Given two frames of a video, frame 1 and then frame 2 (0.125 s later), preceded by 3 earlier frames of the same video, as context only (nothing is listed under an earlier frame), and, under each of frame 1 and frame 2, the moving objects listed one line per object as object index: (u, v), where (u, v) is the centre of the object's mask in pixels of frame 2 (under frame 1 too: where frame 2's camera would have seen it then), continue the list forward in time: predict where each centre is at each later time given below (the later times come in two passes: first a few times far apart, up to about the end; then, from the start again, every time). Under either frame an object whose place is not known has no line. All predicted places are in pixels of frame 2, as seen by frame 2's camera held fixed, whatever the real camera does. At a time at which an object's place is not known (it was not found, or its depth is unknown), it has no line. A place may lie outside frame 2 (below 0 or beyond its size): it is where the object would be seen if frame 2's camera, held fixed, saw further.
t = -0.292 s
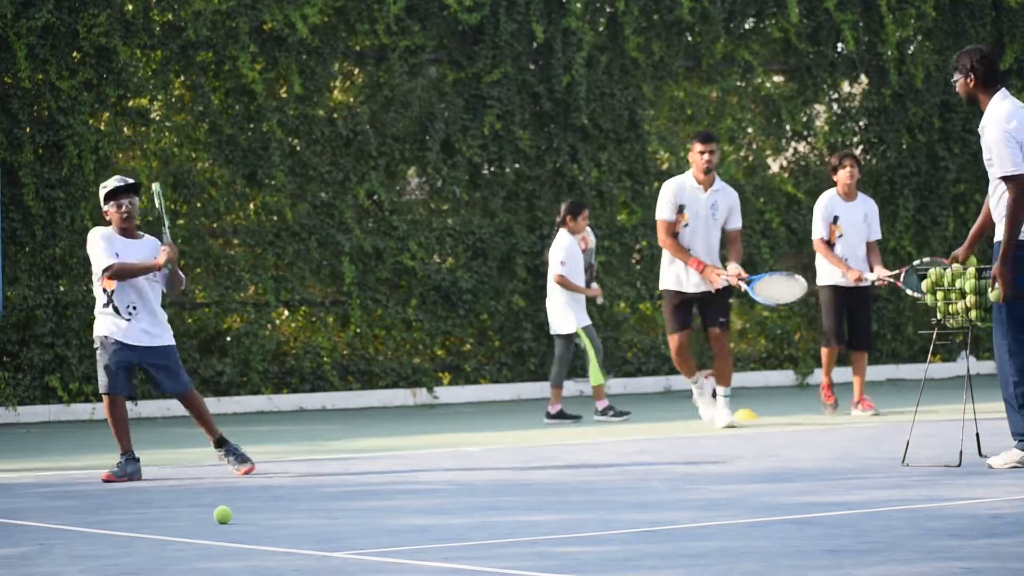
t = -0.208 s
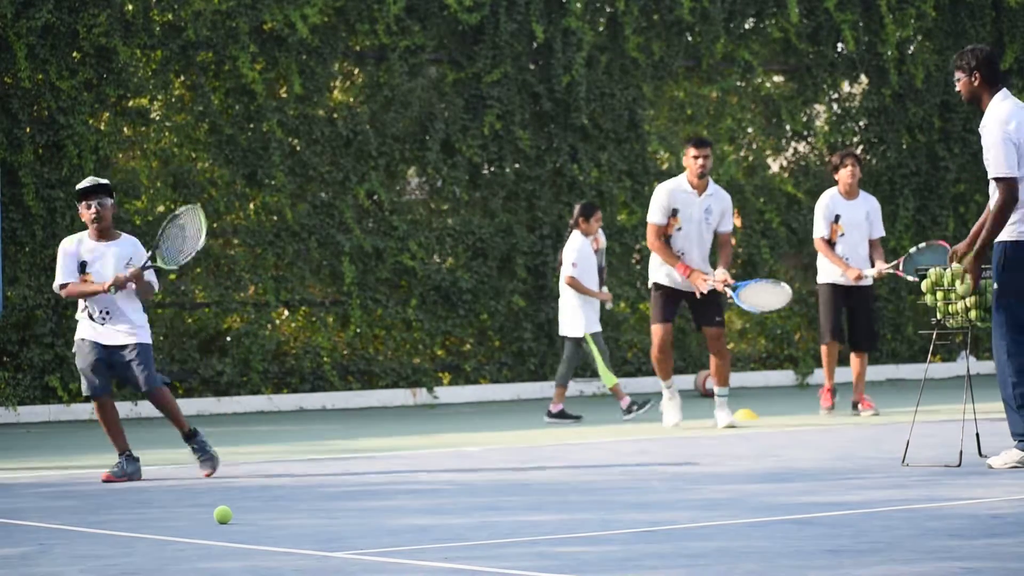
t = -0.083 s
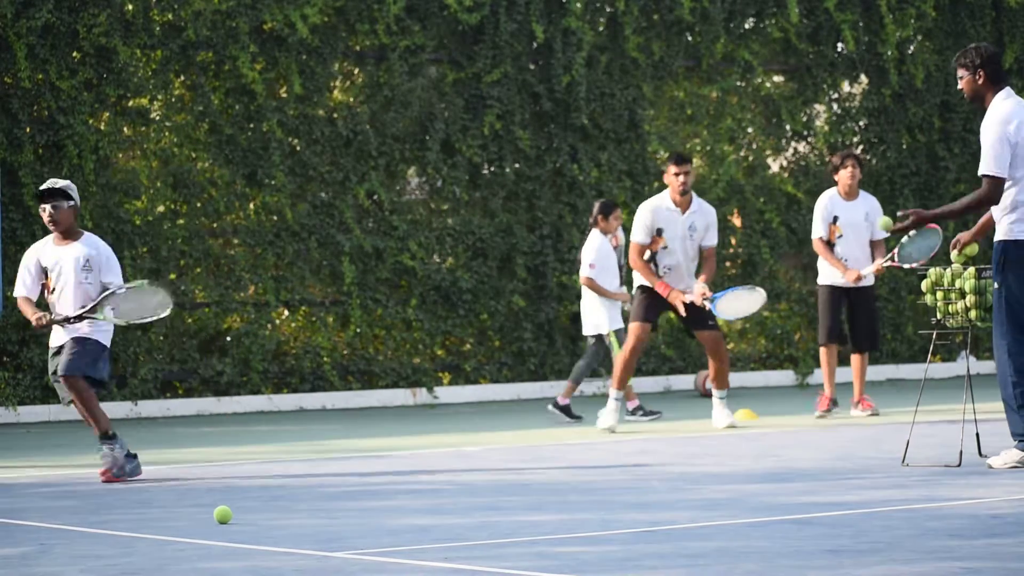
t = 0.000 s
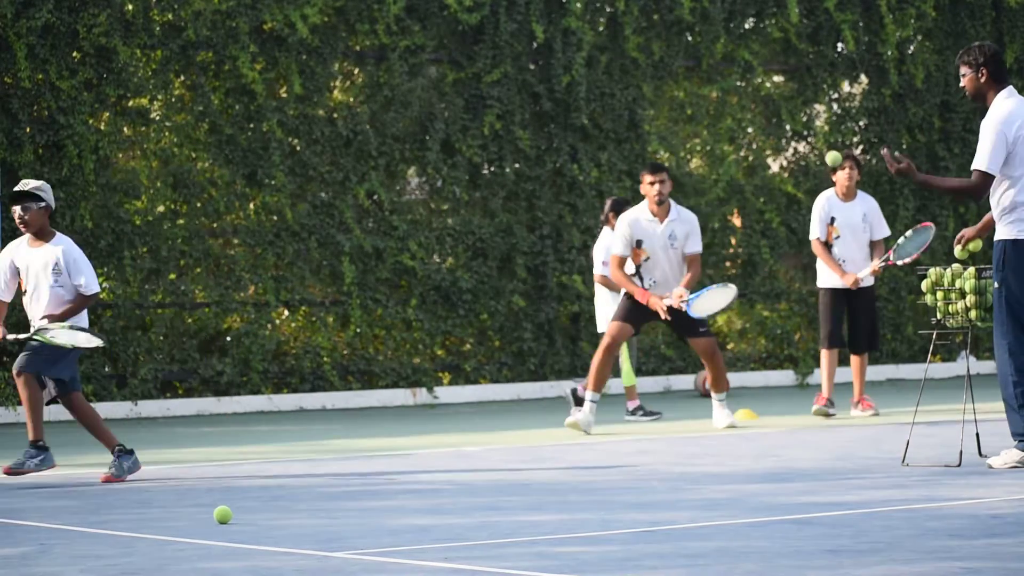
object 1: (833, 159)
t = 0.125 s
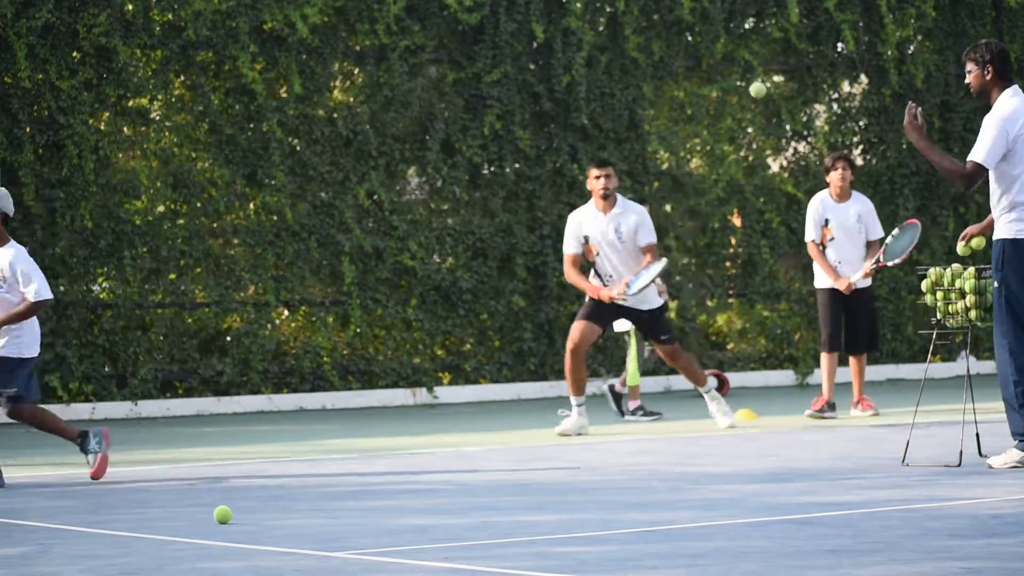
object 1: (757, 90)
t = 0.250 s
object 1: (683, 57)
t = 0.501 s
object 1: (538, 100)
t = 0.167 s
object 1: (732, 75)
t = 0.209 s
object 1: (708, 64)
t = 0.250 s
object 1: (683, 57)
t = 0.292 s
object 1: (658, 54)
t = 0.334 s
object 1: (634, 55)
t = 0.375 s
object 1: (610, 60)
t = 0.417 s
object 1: (586, 69)
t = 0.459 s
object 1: (562, 83)
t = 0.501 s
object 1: (538, 100)
